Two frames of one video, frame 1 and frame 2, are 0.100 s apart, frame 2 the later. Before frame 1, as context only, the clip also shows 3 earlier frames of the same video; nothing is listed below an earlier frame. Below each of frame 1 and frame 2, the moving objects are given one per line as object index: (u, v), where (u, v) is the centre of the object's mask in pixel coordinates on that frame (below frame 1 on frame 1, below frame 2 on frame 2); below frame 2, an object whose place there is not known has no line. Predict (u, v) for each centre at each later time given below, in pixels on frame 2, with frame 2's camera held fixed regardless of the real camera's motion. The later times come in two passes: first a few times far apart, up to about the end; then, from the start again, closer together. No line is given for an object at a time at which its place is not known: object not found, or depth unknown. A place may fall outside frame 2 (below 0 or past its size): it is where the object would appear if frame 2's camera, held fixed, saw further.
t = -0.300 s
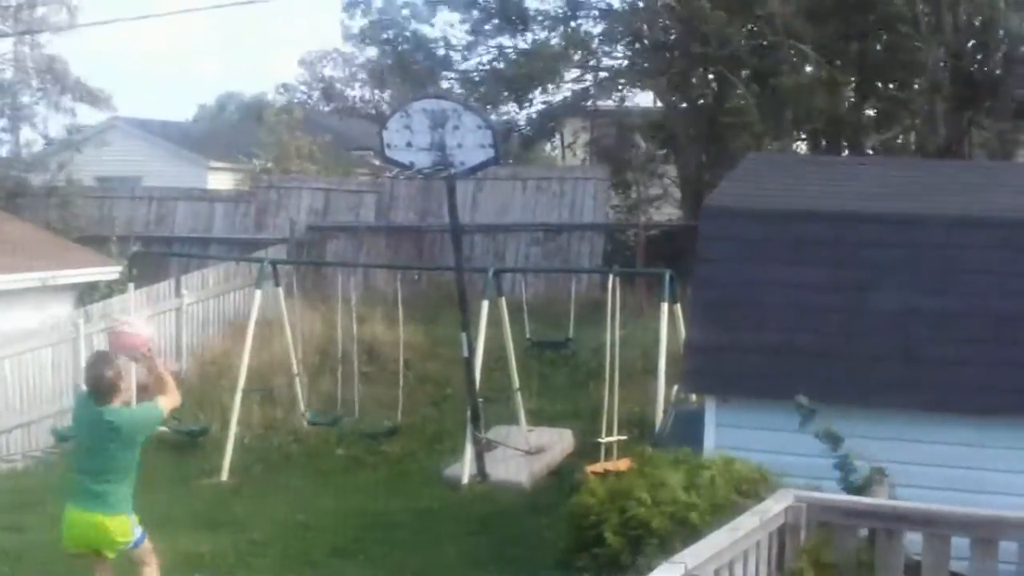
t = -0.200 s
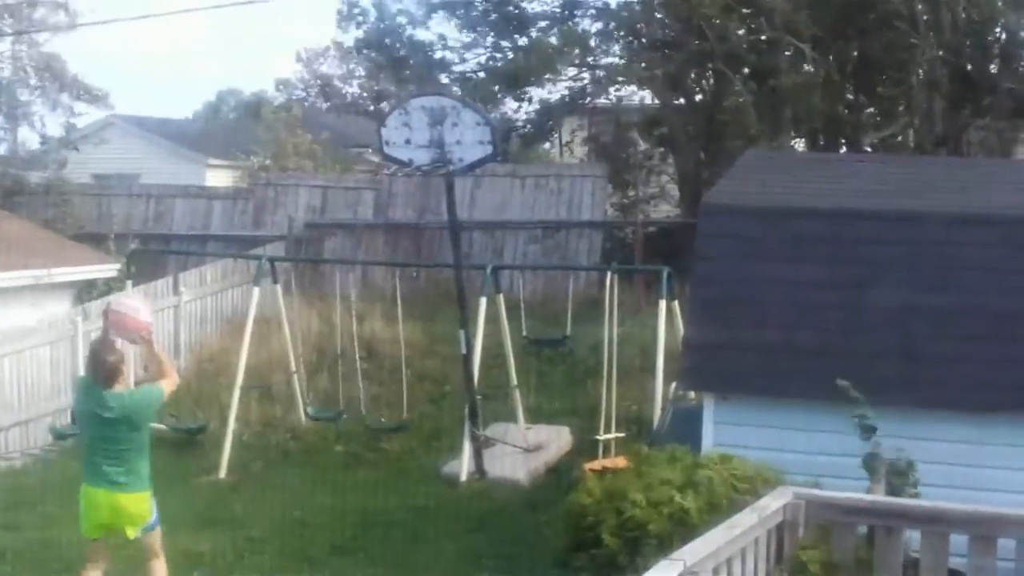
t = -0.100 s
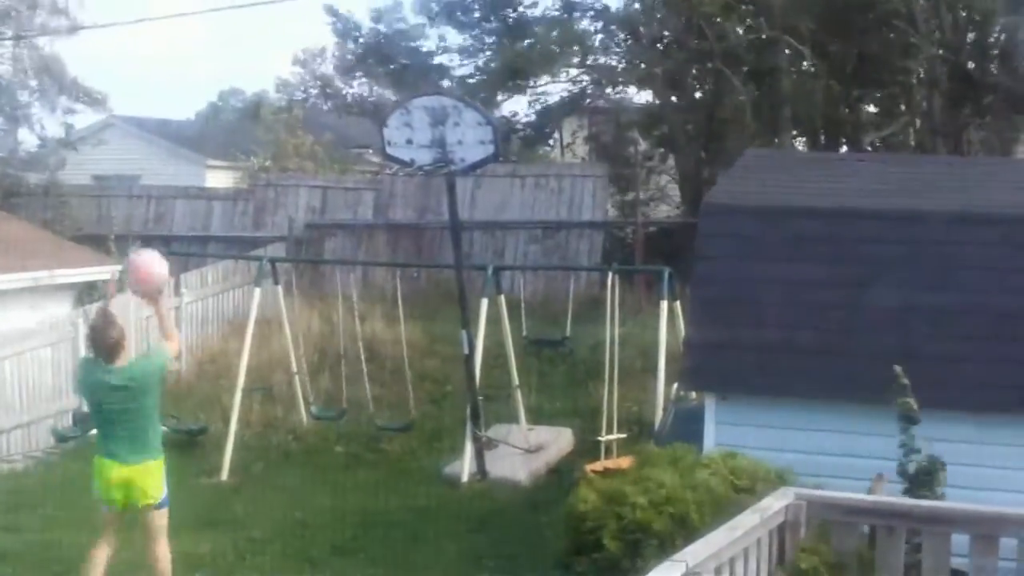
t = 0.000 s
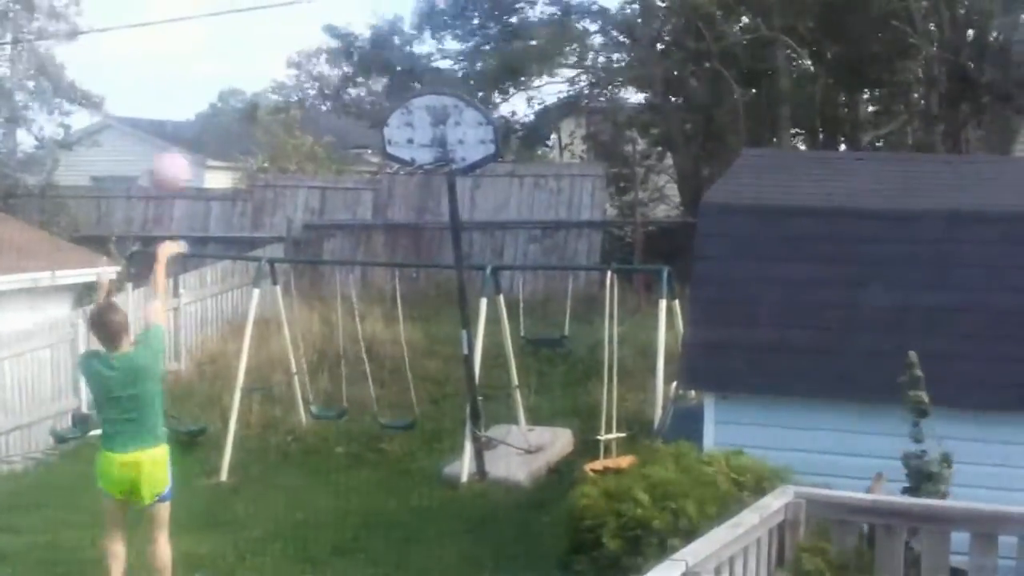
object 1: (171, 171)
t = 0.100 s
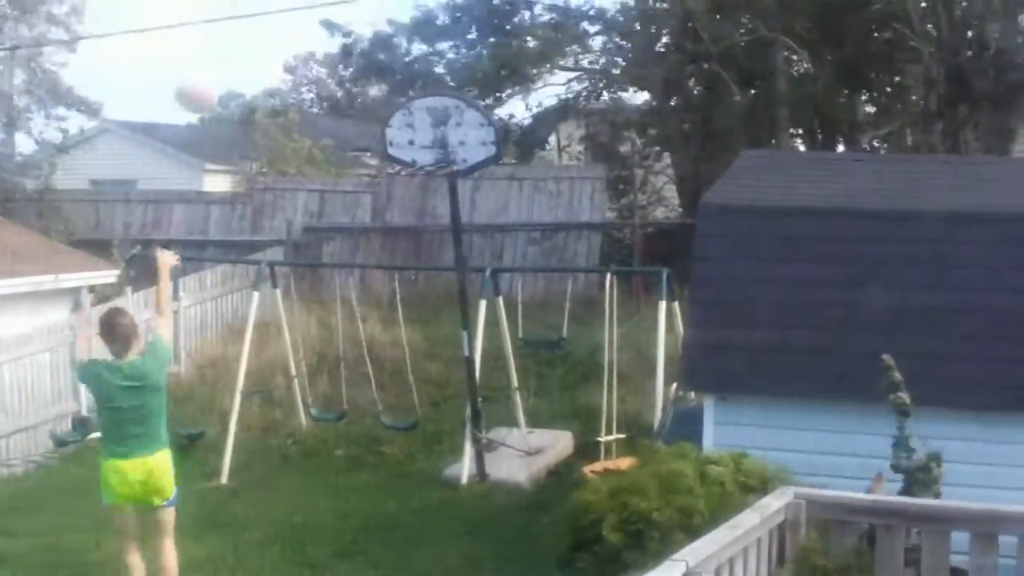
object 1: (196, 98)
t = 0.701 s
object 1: (277, 33)
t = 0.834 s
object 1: (286, 86)
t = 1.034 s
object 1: (286, 204)
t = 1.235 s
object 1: (284, 344)
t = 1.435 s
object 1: (305, 313)
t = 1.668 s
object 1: (338, 306)
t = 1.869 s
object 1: (353, 379)
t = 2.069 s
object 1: (359, 425)
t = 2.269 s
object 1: (356, 390)
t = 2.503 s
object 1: (353, 402)
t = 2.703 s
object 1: (351, 430)
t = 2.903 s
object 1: (341, 430)
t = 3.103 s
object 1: (334, 430)
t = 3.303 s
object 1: (337, 434)
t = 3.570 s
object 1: (339, 444)
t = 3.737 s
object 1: (339, 445)
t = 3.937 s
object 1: (337, 443)
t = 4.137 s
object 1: (335, 443)
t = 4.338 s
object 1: (335, 445)
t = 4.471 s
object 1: (335, 445)
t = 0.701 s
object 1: (277, 33)
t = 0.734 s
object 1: (280, 49)
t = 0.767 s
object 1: (281, 61)
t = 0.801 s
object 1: (282, 76)
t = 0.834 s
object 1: (286, 86)
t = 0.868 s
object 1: (285, 103)
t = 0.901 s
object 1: (286, 120)
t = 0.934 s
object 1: (285, 140)
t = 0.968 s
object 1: (284, 161)
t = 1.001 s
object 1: (283, 183)
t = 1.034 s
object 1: (286, 204)
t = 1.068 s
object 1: (285, 228)
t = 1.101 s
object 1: (285, 251)
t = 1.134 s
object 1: (284, 276)
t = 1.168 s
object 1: (285, 302)
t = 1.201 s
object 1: (282, 323)
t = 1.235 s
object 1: (284, 344)
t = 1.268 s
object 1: (280, 363)
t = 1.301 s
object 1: (279, 374)
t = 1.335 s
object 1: (285, 357)
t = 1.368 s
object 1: (294, 341)
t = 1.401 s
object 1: (297, 325)
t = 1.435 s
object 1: (305, 313)
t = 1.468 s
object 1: (310, 300)
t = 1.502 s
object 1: (316, 291)
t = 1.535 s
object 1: (323, 278)
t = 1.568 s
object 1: (328, 282)
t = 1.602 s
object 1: (332, 290)
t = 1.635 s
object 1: (334, 299)
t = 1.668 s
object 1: (338, 306)
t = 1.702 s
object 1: (338, 316)
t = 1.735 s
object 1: (341, 327)
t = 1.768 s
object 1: (346, 339)
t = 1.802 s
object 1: (349, 352)
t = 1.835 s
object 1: (351, 365)
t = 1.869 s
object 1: (353, 379)
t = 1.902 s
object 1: (356, 397)
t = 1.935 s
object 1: (358, 412)
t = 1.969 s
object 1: (360, 431)
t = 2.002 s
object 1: (360, 442)
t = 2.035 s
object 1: (359, 436)
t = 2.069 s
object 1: (359, 425)
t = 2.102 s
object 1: (360, 417)
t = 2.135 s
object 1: (359, 408)
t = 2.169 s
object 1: (359, 402)
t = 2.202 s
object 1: (358, 396)
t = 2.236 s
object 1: (355, 392)
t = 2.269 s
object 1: (356, 390)
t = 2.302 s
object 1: (355, 390)
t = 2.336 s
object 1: (355, 390)
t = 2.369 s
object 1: (355, 389)
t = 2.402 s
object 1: (354, 390)
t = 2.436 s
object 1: (354, 393)
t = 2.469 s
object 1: (354, 397)
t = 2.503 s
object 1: (353, 402)
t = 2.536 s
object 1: (353, 408)
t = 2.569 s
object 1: (354, 414)
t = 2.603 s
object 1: (354, 422)
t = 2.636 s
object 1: (352, 430)
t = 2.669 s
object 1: (351, 433)
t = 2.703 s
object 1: (351, 430)
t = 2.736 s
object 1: (350, 429)
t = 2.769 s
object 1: (348, 428)
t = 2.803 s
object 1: (347, 428)
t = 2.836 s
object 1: (345, 428)
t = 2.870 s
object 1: (344, 430)
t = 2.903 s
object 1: (341, 430)
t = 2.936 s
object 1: (339, 431)
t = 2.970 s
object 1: (338, 431)
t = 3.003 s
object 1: (336, 431)
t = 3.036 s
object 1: (334, 431)
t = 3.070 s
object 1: (334, 431)
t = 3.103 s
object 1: (334, 430)
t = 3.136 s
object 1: (336, 431)
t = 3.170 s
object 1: (338, 432)
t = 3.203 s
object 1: (338, 433)
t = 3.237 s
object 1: (337, 433)
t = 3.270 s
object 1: (337, 434)
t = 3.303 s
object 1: (337, 434)
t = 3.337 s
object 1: (338, 436)
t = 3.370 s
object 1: (337, 436)
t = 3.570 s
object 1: (339, 444)
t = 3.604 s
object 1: (339, 444)
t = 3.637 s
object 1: (341, 444)
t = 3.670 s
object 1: (342, 445)
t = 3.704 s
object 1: (340, 445)
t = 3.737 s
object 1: (339, 445)
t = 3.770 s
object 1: (339, 446)
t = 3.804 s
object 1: (339, 445)
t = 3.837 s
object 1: (338, 444)
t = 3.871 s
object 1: (338, 444)
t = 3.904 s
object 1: (338, 443)
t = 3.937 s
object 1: (337, 443)
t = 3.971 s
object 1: (337, 443)
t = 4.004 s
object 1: (337, 443)
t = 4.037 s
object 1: (337, 443)
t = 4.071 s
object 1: (336, 444)
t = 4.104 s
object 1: (336, 444)
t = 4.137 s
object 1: (335, 443)
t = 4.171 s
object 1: (335, 444)
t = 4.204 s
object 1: (335, 444)
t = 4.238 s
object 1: (335, 444)
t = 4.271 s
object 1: (335, 445)
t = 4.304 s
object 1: (335, 445)
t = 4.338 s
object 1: (335, 445)
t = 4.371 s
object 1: (335, 445)
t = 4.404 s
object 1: (336, 445)
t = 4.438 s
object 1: (336, 445)
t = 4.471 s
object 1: (335, 445)
